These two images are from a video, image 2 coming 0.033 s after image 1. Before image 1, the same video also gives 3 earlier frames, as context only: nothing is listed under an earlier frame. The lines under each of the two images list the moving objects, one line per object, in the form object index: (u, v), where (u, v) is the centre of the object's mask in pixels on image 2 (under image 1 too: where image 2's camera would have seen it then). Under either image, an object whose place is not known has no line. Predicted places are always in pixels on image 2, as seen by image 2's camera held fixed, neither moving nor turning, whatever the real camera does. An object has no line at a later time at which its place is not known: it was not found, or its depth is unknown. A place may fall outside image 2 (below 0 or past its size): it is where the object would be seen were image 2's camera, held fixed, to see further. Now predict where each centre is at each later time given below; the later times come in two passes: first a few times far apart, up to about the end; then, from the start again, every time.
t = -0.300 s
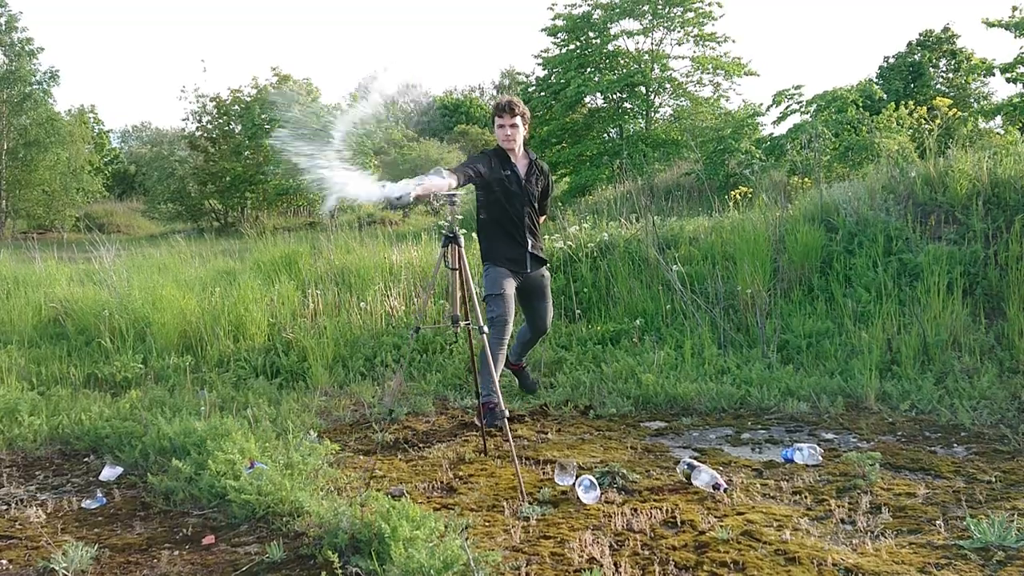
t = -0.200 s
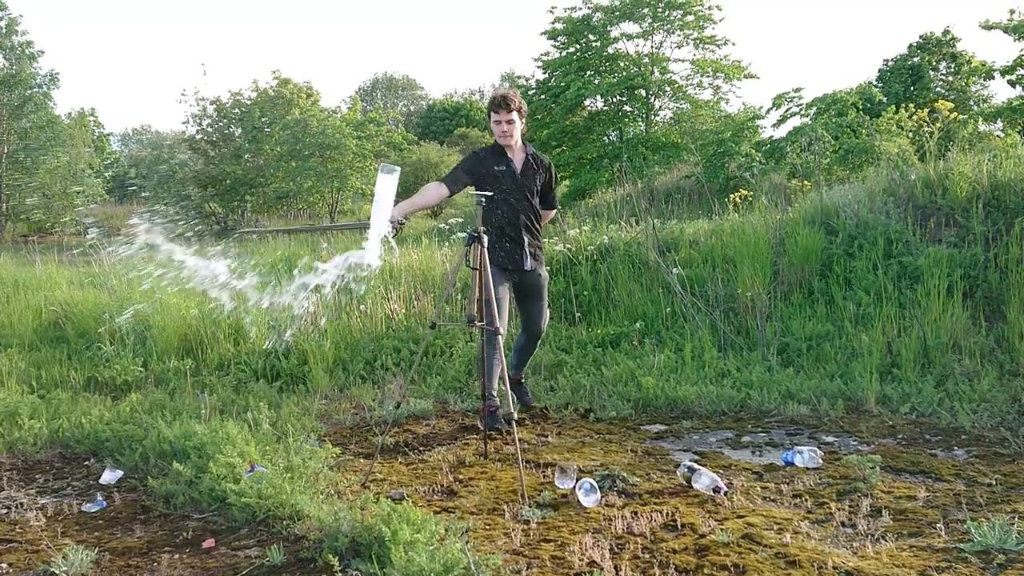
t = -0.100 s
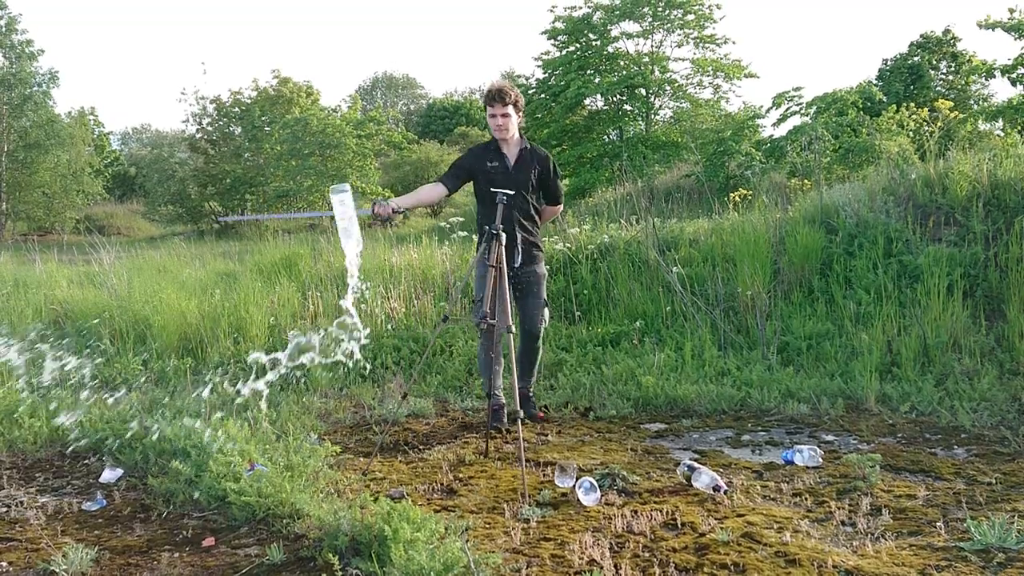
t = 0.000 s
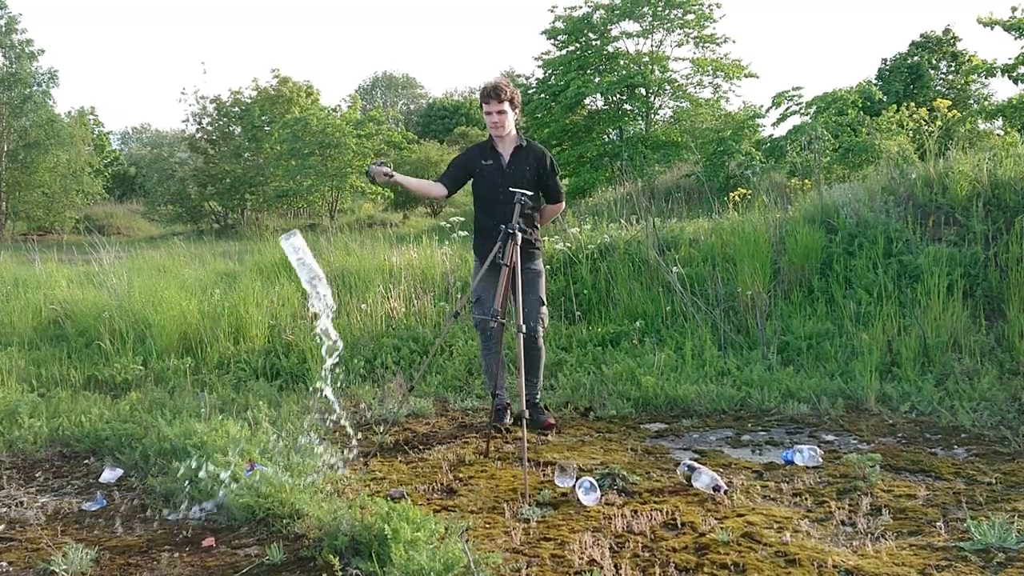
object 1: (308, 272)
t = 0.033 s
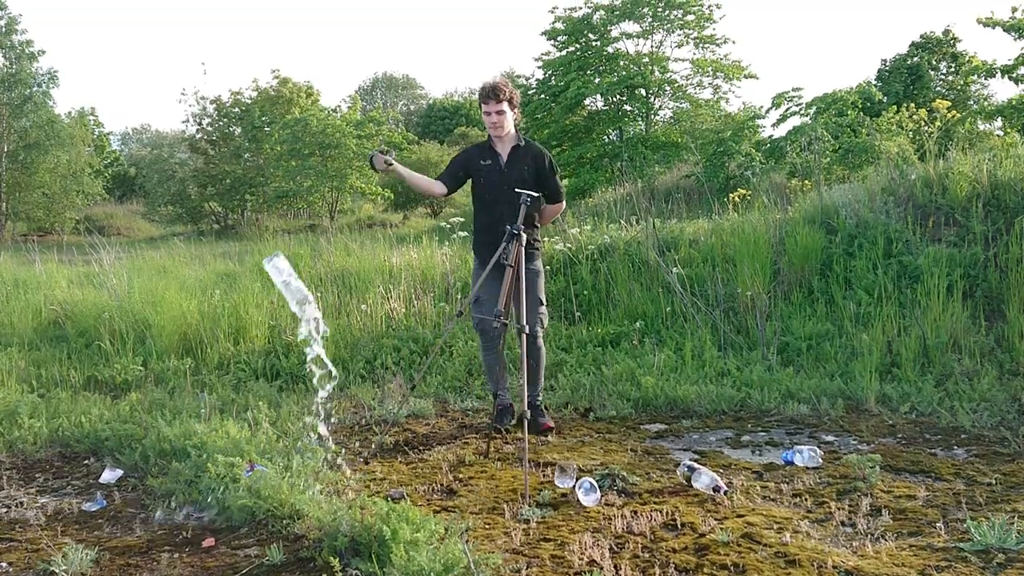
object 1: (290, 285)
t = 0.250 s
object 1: (192, 488)
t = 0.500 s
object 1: (138, 509)
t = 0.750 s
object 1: (118, 527)
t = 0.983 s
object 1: (118, 527)
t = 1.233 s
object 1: (122, 527)
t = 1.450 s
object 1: (119, 527)
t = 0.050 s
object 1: (283, 297)
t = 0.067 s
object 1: (277, 310)
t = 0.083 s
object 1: (271, 324)
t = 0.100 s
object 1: (262, 337)
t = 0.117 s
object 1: (255, 351)
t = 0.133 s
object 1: (246, 364)
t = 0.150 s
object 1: (240, 382)
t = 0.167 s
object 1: (237, 401)
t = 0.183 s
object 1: (229, 418)
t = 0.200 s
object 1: (223, 437)
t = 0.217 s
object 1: (212, 453)
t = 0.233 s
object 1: (201, 470)
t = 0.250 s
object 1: (192, 488)
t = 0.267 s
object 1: (183, 508)
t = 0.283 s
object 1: (178, 518)
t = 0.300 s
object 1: (175, 518)
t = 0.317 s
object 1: (172, 516)
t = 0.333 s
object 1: (166, 513)
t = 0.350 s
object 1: (164, 510)
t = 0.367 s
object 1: (160, 505)
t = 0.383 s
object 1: (157, 503)
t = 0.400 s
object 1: (153, 502)
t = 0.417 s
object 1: (152, 501)
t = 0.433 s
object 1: (150, 501)
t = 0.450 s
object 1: (147, 502)
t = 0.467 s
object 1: (143, 503)
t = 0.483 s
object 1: (141, 506)
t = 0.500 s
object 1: (138, 509)
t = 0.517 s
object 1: (135, 513)
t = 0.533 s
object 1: (133, 516)
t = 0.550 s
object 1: (132, 520)
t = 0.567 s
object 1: (129, 523)
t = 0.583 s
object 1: (133, 524)
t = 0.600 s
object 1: (128, 526)
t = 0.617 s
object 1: (121, 527)
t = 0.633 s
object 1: (120, 527)
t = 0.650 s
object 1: (120, 527)
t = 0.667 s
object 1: (121, 527)
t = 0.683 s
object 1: (120, 527)
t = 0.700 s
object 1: (120, 527)
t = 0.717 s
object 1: (119, 527)
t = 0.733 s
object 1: (119, 527)
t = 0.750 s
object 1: (118, 527)
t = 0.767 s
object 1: (118, 527)
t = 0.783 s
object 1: (118, 527)
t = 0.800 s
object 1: (118, 527)
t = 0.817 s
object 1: (118, 527)
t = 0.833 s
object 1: (118, 527)
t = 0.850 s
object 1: (118, 527)
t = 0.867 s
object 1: (118, 527)
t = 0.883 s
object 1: (118, 527)
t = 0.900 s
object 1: (118, 527)
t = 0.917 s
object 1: (118, 527)
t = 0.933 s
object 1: (118, 527)
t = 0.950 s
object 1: (118, 527)
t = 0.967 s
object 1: (119, 527)
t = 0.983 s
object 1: (118, 527)
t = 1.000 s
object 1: (118, 527)
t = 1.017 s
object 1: (120, 527)
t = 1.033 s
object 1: (120, 527)
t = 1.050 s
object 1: (120, 527)
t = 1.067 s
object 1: (120, 527)
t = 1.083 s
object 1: (120, 527)
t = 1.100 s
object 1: (120, 527)
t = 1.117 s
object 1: (121, 527)
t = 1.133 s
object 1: (120, 527)
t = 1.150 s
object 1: (120, 527)
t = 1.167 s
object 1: (120, 527)
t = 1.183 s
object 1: (120, 527)
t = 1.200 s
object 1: (120, 528)
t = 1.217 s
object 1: (122, 527)
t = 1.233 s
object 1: (122, 527)
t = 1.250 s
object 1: (120, 527)
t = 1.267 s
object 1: (119, 527)
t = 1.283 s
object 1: (120, 527)
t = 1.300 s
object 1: (119, 527)
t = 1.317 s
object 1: (120, 527)
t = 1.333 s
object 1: (120, 527)
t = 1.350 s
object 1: (119, 527)
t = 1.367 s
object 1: (119, 527)
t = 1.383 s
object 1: (119, 527)
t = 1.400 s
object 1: (119, 527)
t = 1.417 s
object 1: (119, 527)
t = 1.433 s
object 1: (119, 527)
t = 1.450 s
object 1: (119, 527)
